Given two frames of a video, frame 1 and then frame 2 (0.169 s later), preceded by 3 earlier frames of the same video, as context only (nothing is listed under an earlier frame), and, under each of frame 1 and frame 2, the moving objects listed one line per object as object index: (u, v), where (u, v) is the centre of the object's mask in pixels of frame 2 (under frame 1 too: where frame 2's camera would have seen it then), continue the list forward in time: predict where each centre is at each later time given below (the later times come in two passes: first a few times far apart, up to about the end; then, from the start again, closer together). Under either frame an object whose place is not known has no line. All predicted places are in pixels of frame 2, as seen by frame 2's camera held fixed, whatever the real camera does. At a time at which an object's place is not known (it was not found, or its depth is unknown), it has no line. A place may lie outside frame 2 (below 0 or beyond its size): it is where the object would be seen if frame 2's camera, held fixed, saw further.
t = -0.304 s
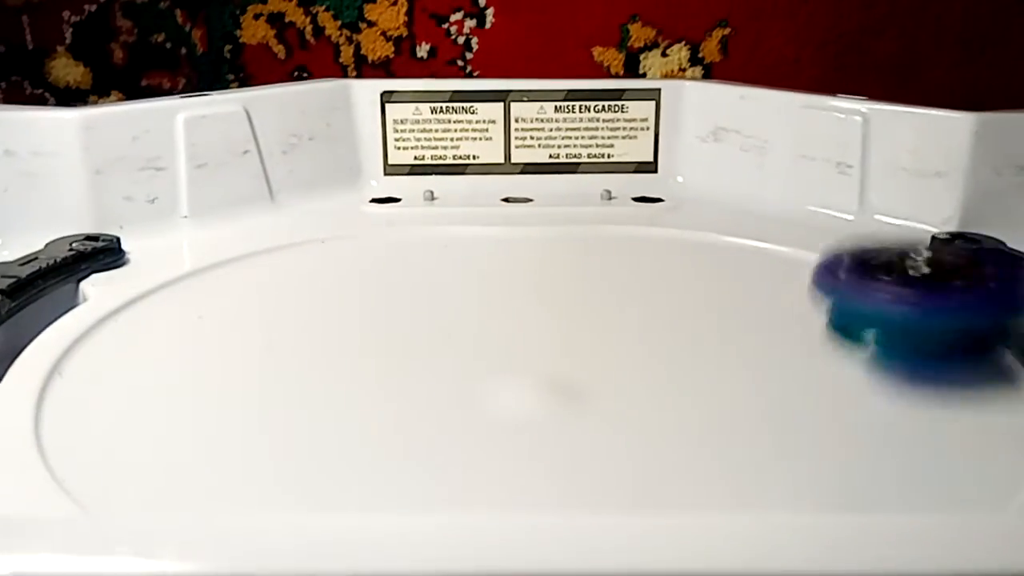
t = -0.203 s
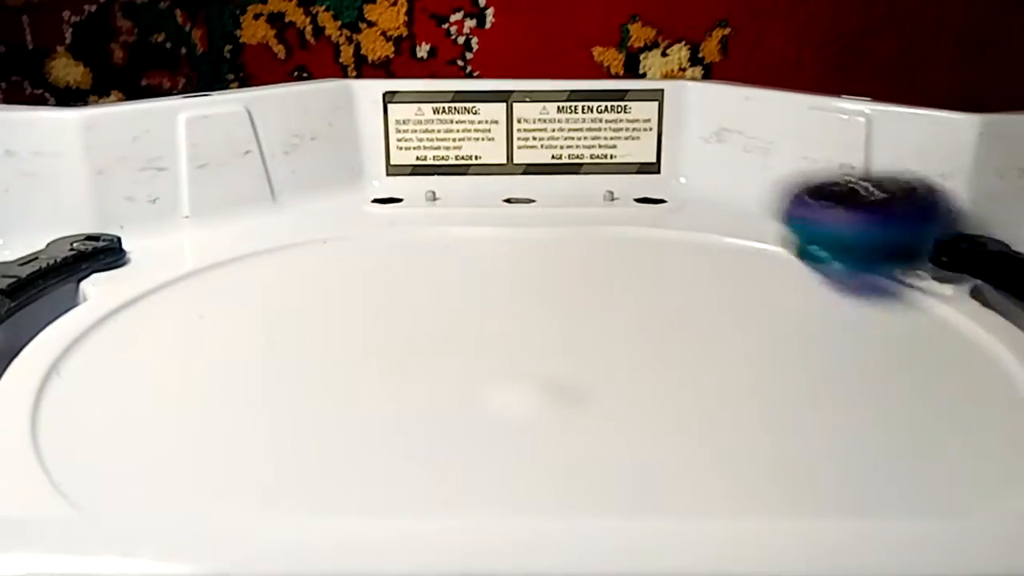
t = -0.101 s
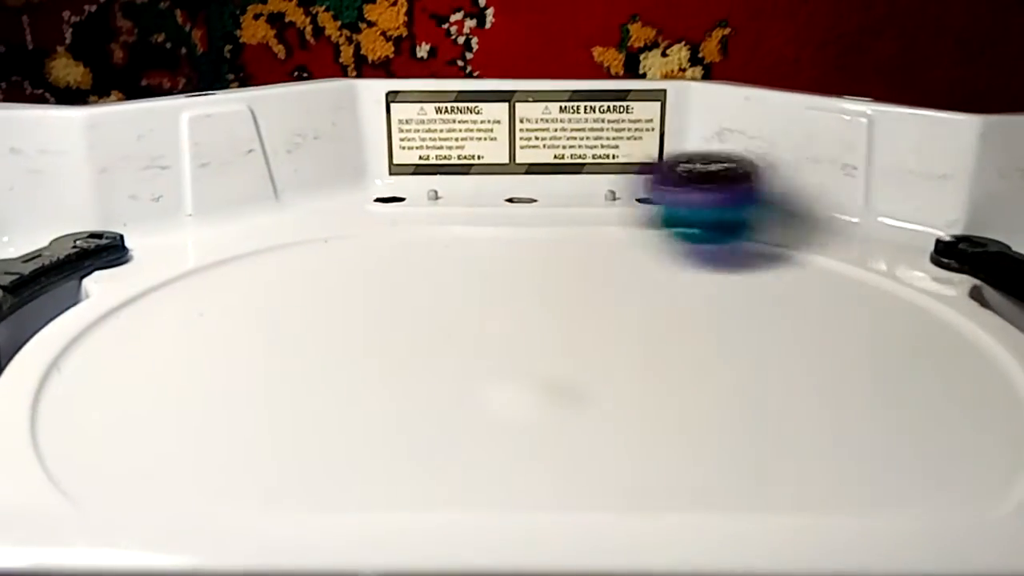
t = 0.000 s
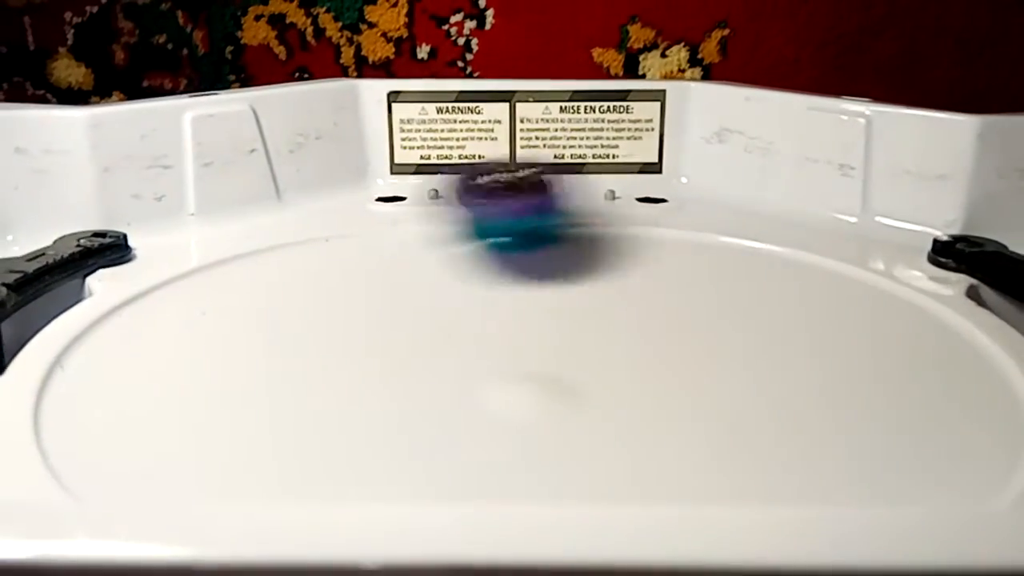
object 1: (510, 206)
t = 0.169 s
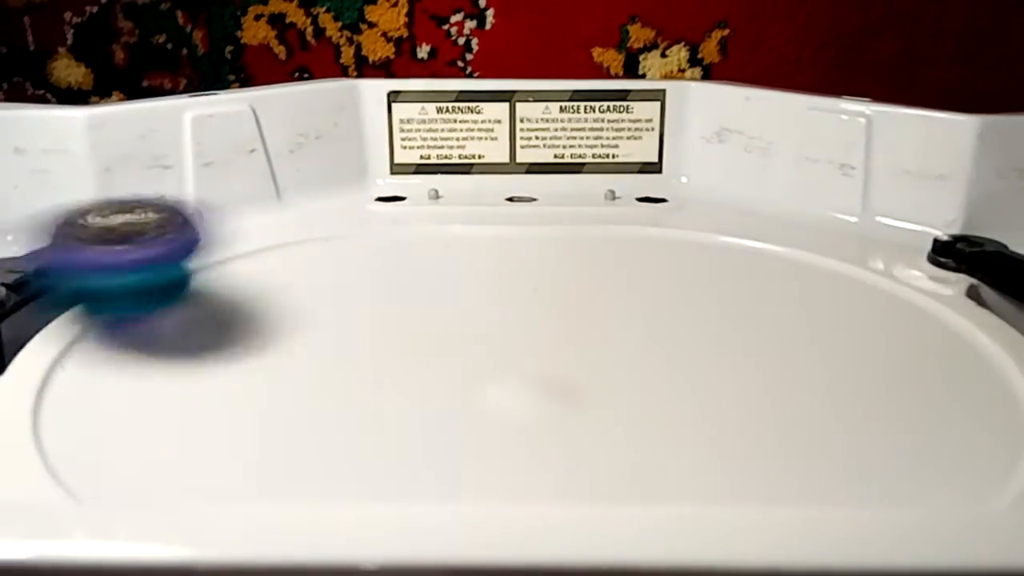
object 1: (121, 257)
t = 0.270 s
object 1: (37, 314)
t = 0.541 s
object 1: (724, 421)
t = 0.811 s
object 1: (901, 187)
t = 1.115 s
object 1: (380, 259)
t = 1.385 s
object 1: (148, 423)
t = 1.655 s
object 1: (878, 389)
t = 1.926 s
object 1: (726, 208)
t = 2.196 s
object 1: (285, 234)
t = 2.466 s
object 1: (144, 413)
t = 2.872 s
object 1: (881, 277)
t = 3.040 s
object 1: (685, 184)
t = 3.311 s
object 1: (231, 277)
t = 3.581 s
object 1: (308, 435)
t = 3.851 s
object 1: (861, 341)
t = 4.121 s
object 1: (658, 199)
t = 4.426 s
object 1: (249, 284)
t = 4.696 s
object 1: (364, 430)
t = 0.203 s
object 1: (71, 265)
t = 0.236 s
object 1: (46, 294)
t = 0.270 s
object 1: (37, 314)
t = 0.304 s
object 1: (38, 335)
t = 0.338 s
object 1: (64, 368)
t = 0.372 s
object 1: (107, 413)
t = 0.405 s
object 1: (210, 424)
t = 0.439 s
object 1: (336, 431)
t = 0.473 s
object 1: (475, 429)
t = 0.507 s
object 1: (602, 427)
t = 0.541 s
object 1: (724, 421)
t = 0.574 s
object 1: (832, 409)
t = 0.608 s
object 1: (913, 379)
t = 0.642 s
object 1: (951, 340)
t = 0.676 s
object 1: (967, 297)
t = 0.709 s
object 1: (964, 253)
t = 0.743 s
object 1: (957, 238)
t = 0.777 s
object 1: (942, 213)
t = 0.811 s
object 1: (901, 187)
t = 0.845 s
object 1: (854, 191)
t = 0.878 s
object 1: (799, 189)
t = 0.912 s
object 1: (746, 201)
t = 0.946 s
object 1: (688, 204)
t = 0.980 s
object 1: (633, 210)
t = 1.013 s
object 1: (572, 219)
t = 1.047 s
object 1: (511, 231)
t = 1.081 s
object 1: (446, 246)
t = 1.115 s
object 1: (380, 259)
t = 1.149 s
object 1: (311, 275)
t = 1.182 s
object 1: (244, 290)
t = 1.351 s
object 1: (88, 406)
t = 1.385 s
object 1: (148, 423)
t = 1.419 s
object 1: (238, 430)
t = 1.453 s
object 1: (342, 434)
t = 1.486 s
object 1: (445, 433)
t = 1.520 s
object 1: (551, 431)
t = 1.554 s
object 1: (654, 429)
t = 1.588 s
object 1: (750, 426)
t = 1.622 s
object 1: (828, 414)
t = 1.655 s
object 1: (878, 389)
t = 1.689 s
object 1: (903, 360)
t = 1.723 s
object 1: (915, 337)
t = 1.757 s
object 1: (908, 309)
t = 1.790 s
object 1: (885, 284)
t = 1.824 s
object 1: (852, 262)
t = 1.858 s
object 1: (815, 244)
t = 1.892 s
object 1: (773, 223)
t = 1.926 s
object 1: (726, 208)
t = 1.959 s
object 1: (675, 196)
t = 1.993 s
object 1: (624, 187)
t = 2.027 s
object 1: (572, 180)
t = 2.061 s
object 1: (517, 186)
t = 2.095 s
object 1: (462, 205)
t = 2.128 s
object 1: (402, 212)
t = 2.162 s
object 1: (344, 225)
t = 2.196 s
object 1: (285, 234)
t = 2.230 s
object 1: (229, 245)
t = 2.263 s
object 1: (172, 257)
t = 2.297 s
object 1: (123, 275)
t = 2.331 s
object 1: (91, 294)
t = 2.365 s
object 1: (86, 319)
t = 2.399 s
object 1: (94, 358)
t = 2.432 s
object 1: (108, 396)
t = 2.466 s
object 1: (144, 413)
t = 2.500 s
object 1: (215, 425)
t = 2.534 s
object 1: (303, 431)
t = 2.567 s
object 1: (407, 432)
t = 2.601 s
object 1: (510, 429)
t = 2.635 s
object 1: (618, 428)
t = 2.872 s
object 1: (881, 277)
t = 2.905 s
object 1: (854, 253)
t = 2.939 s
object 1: (825, 232)
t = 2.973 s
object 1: (787, 210)
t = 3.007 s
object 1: (741, 195)
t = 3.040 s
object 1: (685, 184)
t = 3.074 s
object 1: (630, 182)
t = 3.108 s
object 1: (573, 187)
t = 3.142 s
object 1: (517, 203)
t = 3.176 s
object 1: (458, 220)
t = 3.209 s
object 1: (397, 233)
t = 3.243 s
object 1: (337, 246)
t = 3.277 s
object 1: (281, 261)
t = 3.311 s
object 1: (231, 277)
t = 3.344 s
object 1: (183, 295)
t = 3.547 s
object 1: (212, 429)
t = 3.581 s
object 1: (308, 435)
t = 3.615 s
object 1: (408, 431)
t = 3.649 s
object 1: (505, 427)
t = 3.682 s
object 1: (594, 427)
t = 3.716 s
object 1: (678, 423)
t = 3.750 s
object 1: (752, 414)
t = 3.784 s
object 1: (809, 394)
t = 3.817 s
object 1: (844, 368)
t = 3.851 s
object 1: (861, 341)
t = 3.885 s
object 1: (864, 317)
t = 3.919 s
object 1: (854, 292)
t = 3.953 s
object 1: (835, 270)
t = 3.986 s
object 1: (810, 252)
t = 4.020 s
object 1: (779, 234)
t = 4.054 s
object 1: (743, 220)
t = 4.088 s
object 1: (702, 208)
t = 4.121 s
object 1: (658, 199)
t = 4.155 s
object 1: (616, 194)
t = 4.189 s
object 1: (571, 192)
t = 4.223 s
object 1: (527, 200)
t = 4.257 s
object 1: (478, 213)
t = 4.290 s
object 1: (427, 225)
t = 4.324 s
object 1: (375, 236)
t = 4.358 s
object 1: (329, 250)
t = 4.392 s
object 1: (285, 266)
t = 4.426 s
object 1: (249, 284)
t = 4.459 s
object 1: (218, 305)
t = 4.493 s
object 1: (197, 329)
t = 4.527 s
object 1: (185, 355)
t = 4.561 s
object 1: (184, 382)
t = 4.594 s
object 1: (201, 407)
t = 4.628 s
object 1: (236, 419)
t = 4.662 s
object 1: (292, 426)
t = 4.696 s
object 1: (364, 430)
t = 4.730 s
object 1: (447, 431)
